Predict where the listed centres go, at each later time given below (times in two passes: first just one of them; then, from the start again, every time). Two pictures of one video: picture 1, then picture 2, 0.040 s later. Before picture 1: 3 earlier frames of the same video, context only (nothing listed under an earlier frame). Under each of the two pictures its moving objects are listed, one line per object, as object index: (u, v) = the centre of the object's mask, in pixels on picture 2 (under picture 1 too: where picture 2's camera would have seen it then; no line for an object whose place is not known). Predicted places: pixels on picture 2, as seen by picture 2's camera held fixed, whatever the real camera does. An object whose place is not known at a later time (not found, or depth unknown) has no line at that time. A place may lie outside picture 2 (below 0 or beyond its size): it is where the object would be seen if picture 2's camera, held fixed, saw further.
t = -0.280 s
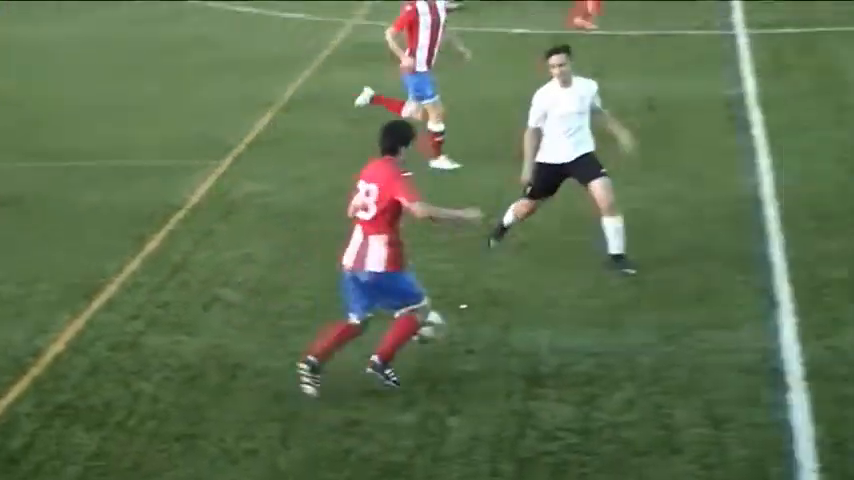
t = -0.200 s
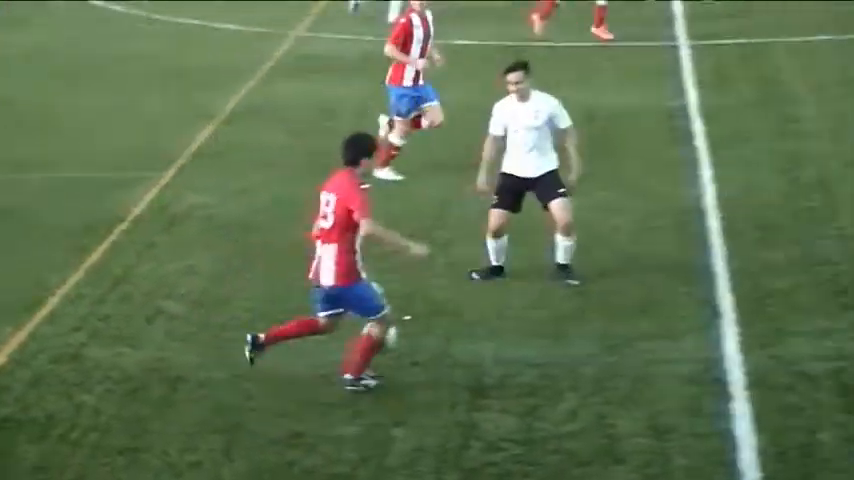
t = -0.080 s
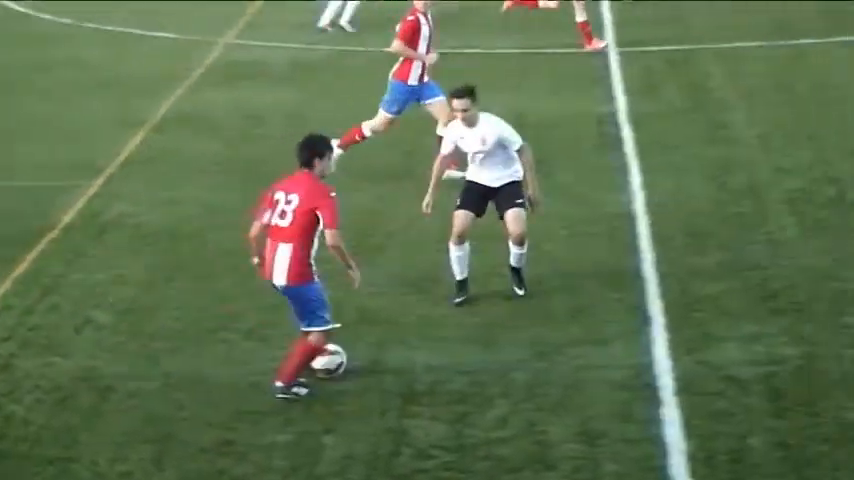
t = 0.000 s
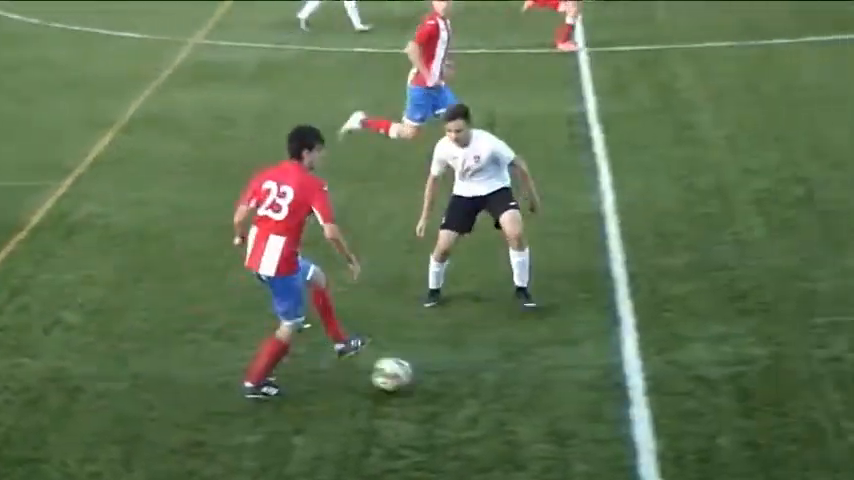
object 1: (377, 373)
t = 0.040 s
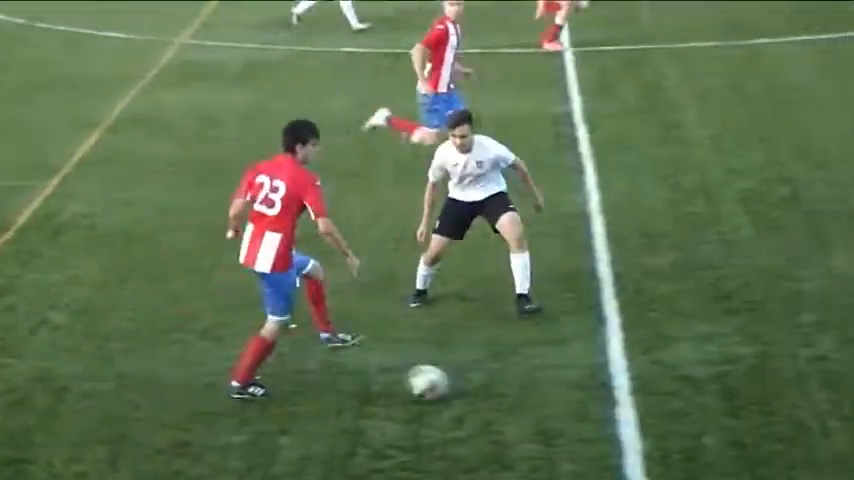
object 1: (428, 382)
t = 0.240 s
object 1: (667, 428)
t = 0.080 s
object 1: (477, 391)
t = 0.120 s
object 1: (526, 398)
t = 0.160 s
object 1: (573, 406)
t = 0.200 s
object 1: (620, 416)
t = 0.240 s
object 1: (667, 428)
